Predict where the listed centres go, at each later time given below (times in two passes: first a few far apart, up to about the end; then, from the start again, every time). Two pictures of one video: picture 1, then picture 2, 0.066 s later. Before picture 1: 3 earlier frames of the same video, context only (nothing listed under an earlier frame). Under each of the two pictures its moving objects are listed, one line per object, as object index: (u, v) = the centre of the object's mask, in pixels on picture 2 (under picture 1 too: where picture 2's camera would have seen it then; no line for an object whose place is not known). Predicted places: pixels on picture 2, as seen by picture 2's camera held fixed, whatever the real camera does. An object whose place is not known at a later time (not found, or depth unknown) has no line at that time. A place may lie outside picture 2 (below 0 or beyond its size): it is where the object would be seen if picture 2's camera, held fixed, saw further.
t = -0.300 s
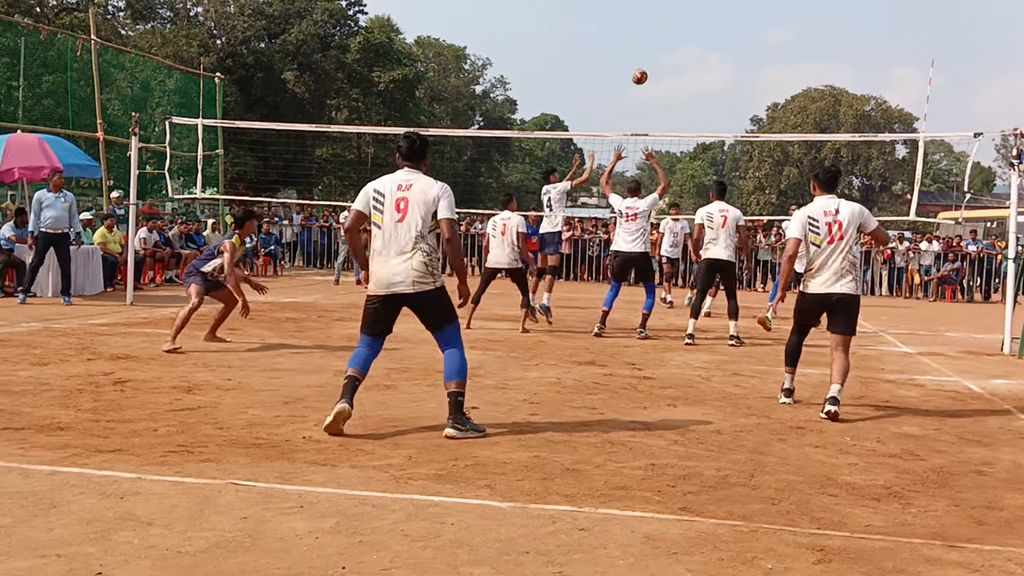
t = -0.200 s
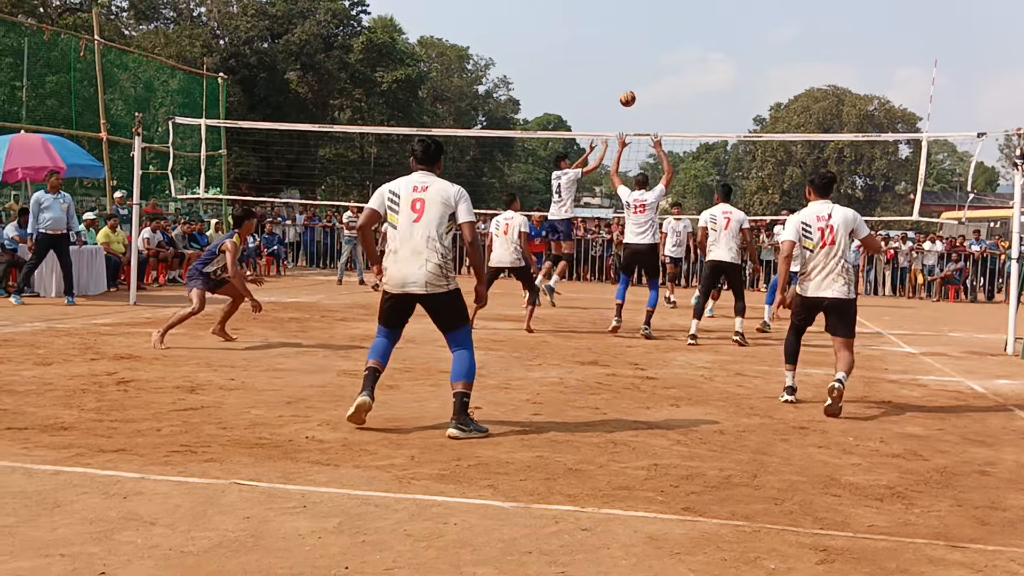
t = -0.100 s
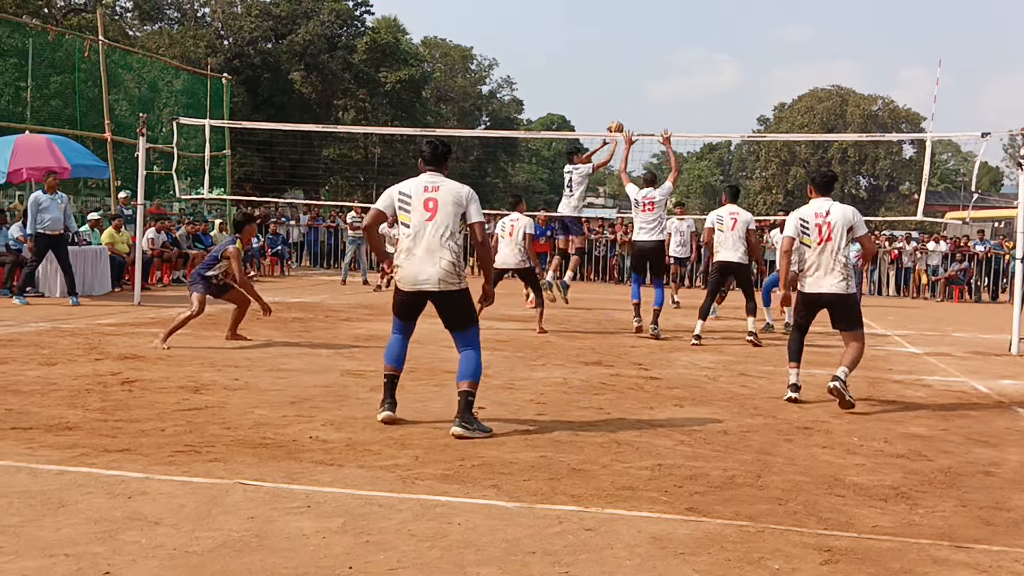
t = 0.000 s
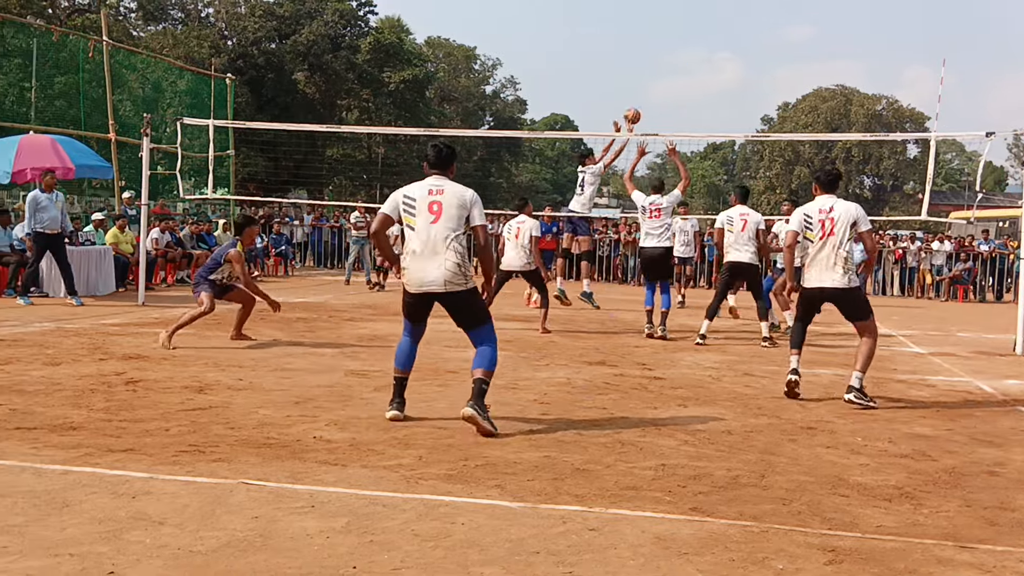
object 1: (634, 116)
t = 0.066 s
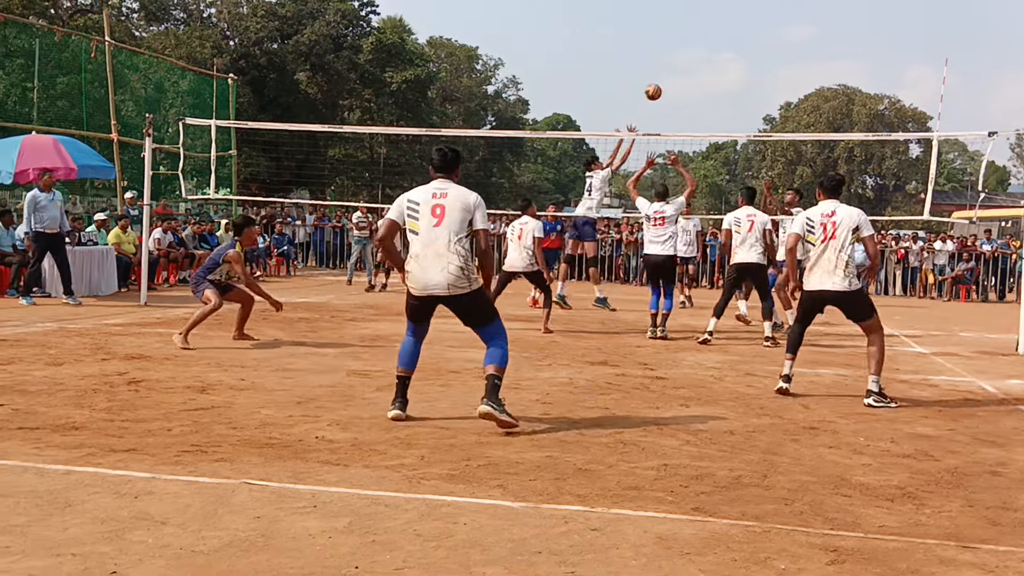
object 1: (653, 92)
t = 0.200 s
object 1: (691, 54)
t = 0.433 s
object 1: (754, 22)
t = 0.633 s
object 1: (805, 30)
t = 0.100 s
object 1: (663, 81)
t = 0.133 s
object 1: (672, 71)
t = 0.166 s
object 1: (682, 62)
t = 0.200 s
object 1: (691, 54)
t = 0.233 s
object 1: (700, 47)
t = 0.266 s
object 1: (709, 41)
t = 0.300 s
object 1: (718, 35)
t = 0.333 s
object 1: (727, 31)
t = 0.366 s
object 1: (736, 27)
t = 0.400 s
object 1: (745, 24)
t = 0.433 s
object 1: (754, 22)
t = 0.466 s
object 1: (763, 21)
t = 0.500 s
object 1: (771, 21)
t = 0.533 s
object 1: (780, 22)
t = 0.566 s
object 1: (789, 24)
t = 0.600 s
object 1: (797, 27)
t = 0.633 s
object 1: (805, 30)
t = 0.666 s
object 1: (814, 35)
